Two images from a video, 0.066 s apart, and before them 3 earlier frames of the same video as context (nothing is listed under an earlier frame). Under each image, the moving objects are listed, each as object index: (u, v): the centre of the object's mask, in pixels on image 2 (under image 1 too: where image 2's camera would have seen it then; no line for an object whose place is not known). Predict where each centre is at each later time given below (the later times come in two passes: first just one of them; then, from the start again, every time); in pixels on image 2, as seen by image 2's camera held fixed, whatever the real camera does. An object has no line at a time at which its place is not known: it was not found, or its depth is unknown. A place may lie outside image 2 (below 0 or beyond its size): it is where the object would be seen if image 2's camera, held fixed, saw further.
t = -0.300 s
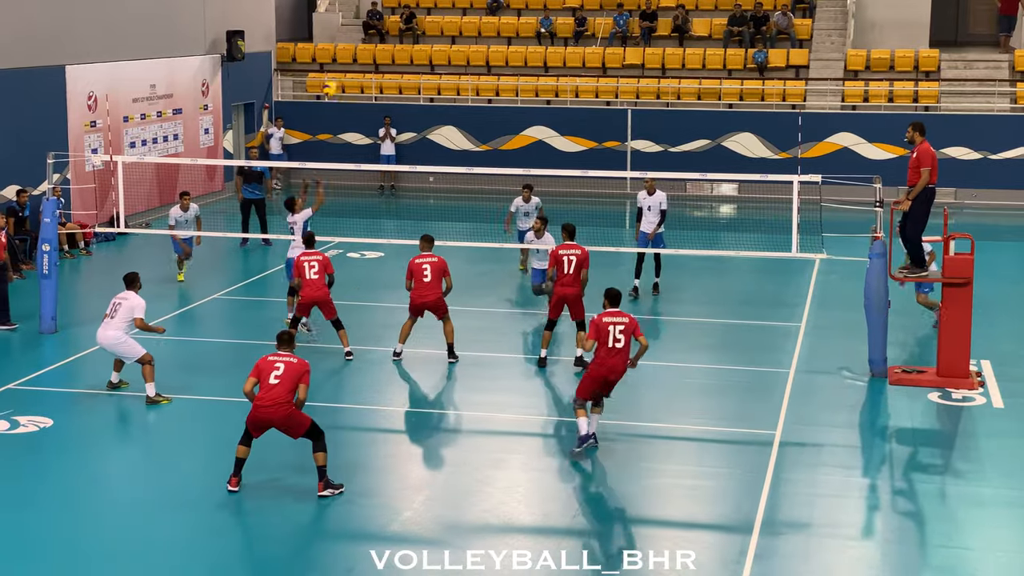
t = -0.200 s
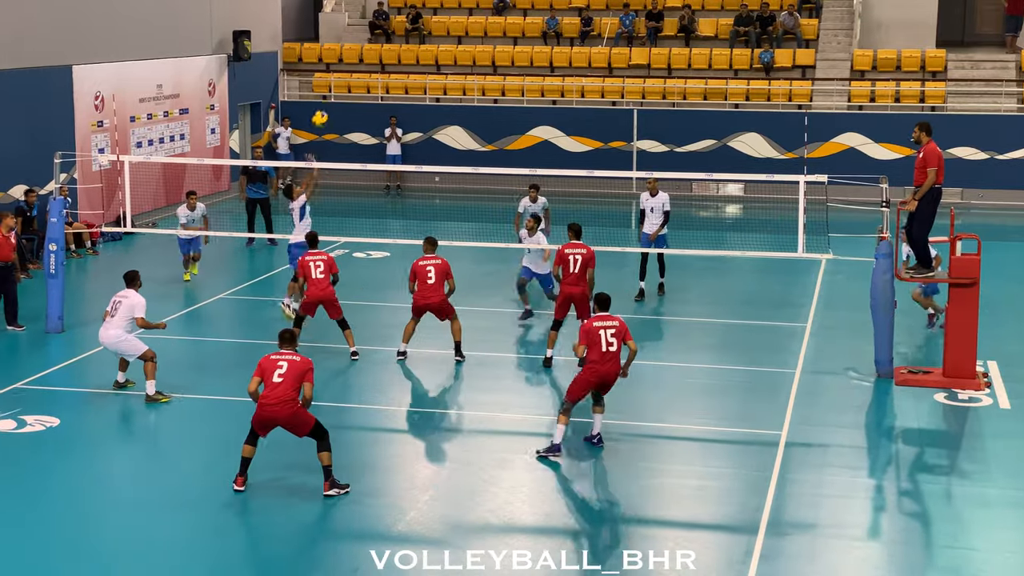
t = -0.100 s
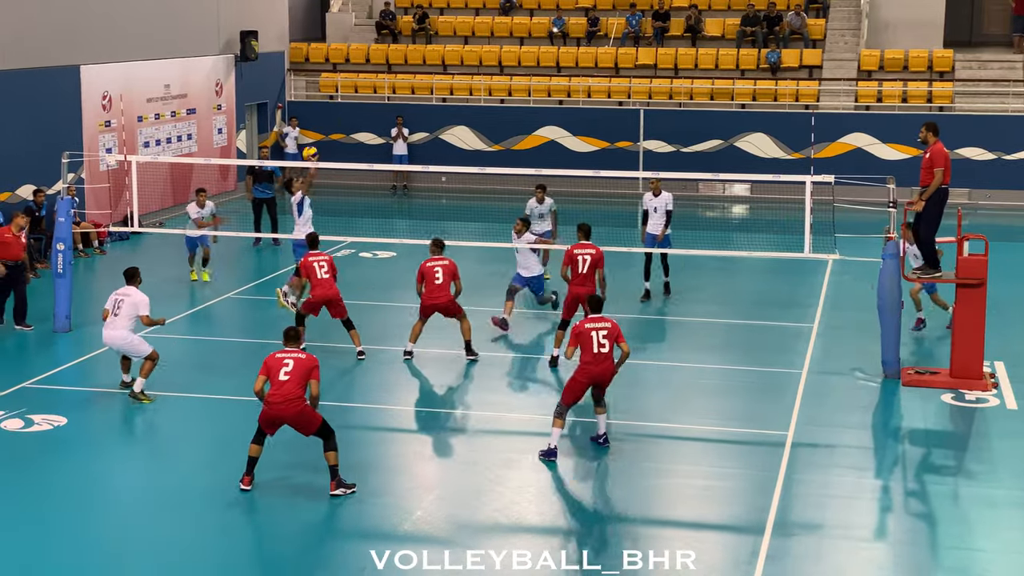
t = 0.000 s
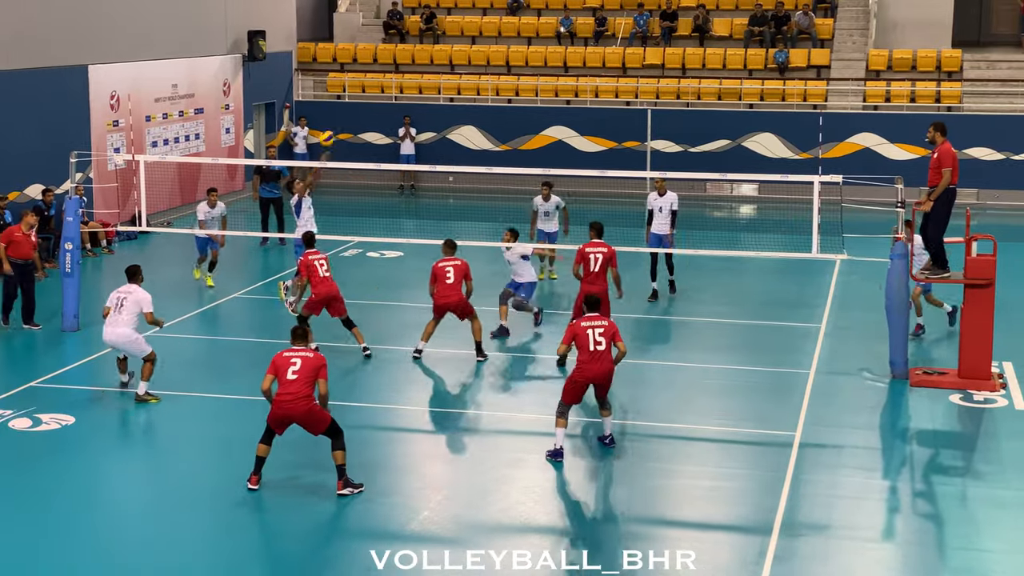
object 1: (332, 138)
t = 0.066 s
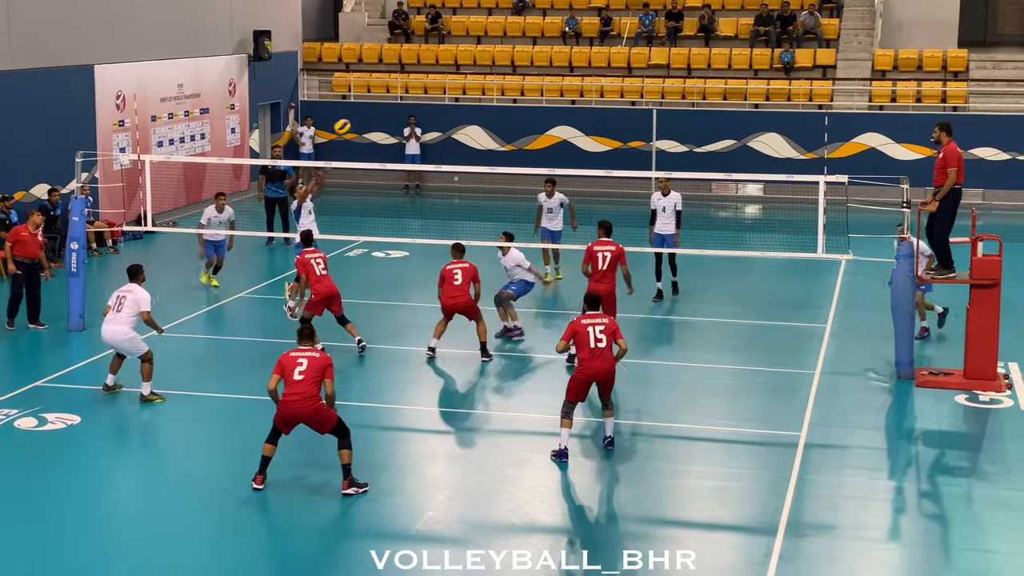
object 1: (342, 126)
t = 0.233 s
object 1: (367, 111)
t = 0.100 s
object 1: (347, 121)
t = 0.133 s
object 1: (352, 118)
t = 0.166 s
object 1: (357, 114)
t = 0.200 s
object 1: (361, 112)
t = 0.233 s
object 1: (367, 111)
